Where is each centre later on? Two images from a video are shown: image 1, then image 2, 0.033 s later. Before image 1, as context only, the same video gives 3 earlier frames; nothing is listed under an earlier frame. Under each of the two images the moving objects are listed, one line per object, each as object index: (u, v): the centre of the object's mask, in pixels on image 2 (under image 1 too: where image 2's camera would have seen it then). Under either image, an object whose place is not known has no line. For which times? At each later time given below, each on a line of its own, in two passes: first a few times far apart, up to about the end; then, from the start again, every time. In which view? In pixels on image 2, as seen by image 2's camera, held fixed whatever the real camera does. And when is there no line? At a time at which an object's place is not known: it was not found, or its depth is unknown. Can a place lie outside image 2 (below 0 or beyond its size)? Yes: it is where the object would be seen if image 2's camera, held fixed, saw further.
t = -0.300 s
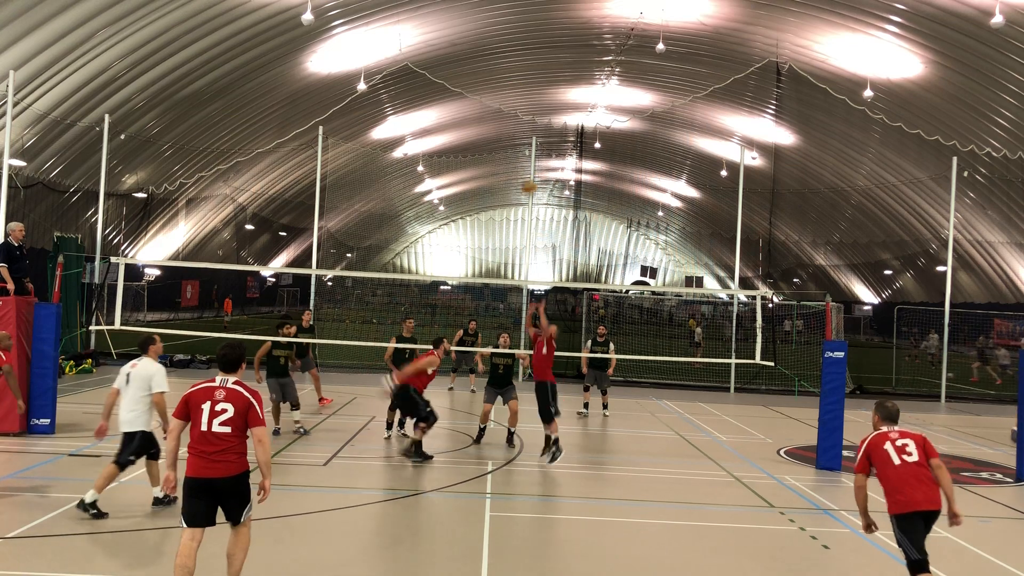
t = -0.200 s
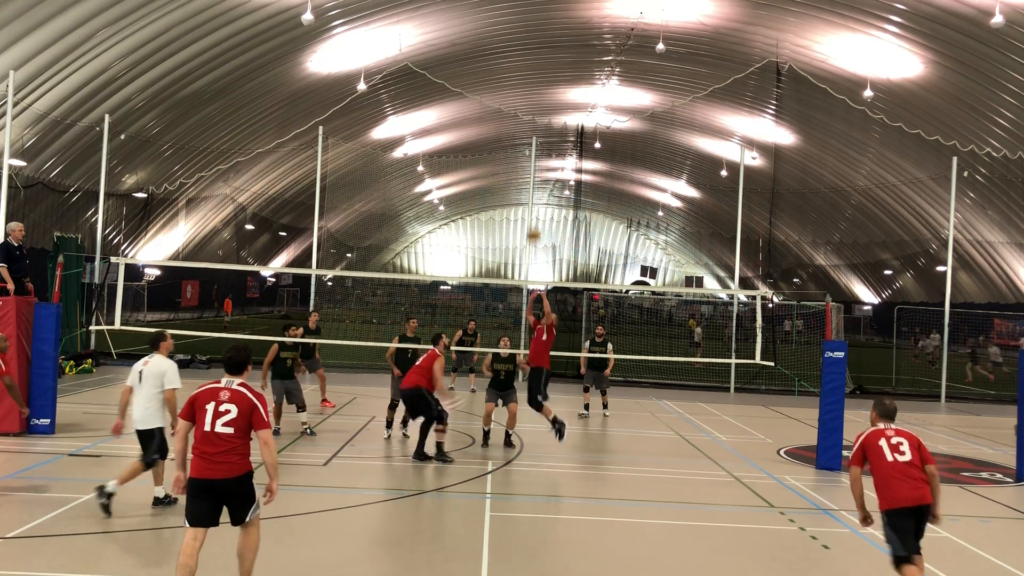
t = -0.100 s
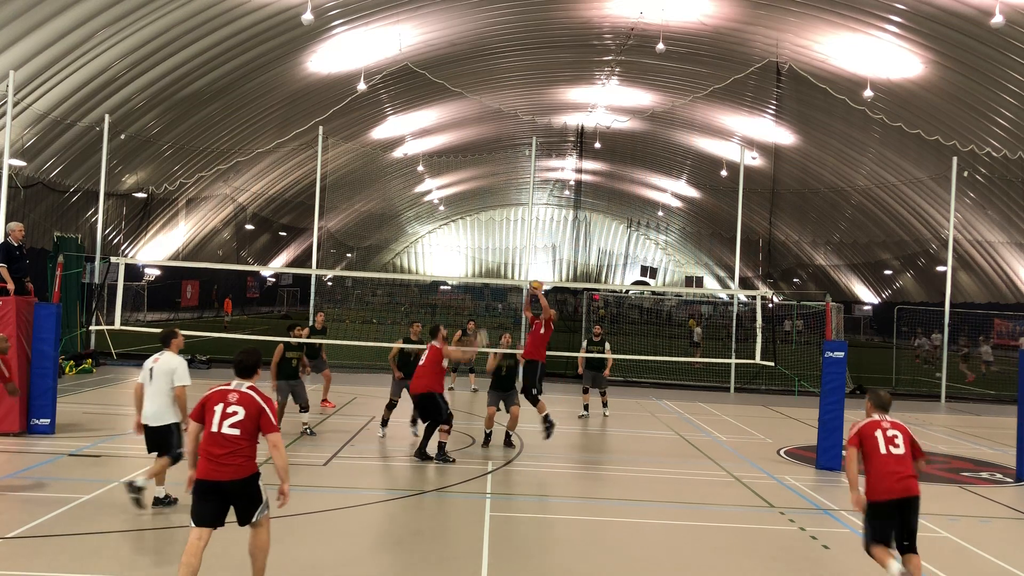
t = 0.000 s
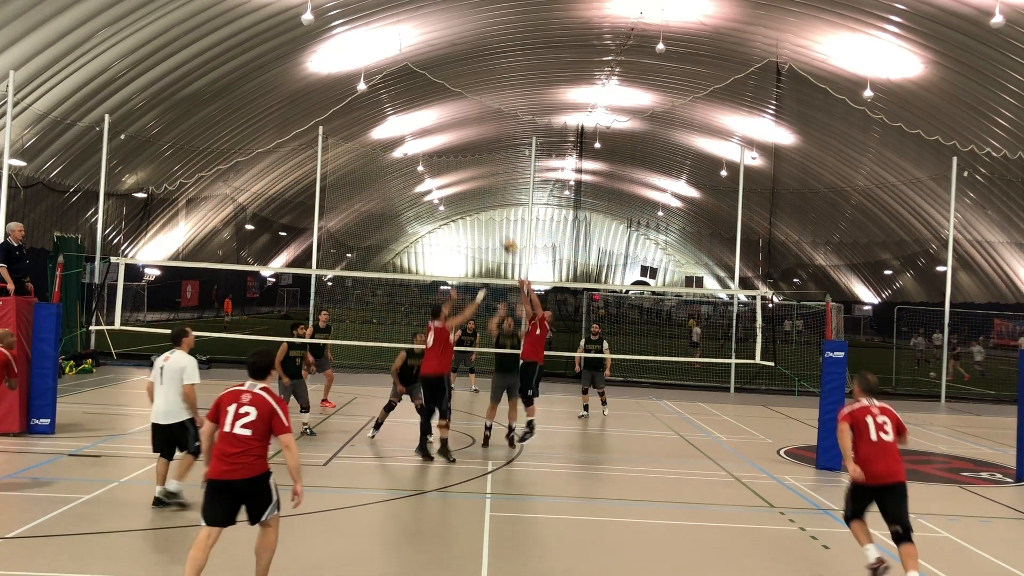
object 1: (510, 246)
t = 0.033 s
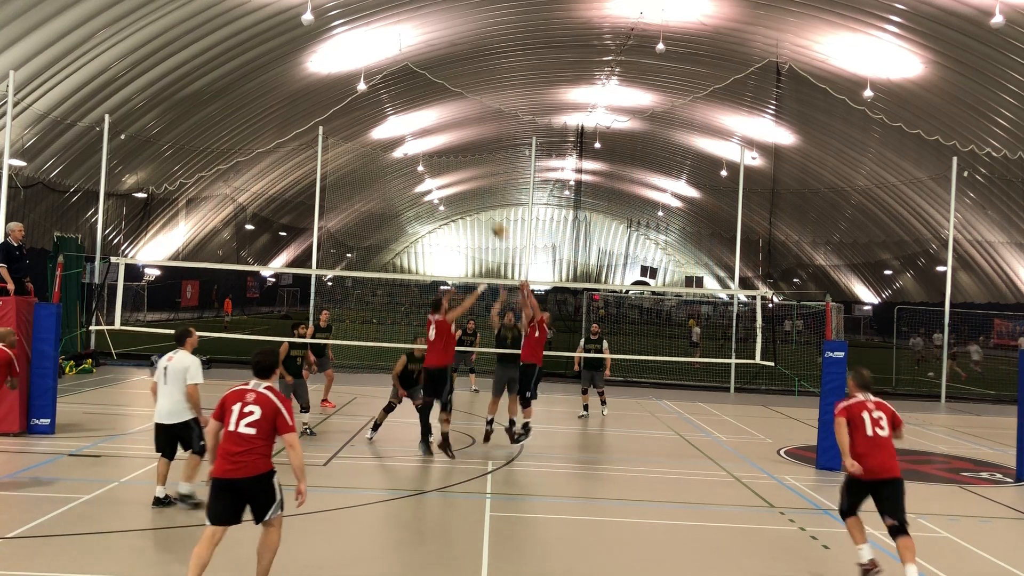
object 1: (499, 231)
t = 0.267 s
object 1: (429, 147)
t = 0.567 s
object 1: (339, 96)
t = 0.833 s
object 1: (262, 106)
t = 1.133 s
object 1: (176, 181)
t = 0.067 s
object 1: (489, 217)
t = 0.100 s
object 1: (477, 200)
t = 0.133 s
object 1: (470, 190)
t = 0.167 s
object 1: (458, 177)
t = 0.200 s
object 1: (449, 167)
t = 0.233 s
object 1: (439, 158)
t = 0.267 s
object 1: (429, 147)
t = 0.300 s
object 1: (418, 137)
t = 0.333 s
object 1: (409, 131)
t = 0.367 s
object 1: (399, 122)
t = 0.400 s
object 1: (387, 115)
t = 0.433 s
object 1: (378, 110)
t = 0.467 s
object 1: (368, 105)
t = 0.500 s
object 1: (359, 101)
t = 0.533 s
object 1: (349, 98)
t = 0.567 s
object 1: (339, 96)
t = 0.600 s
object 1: (329, 94)
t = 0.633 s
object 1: (320, 94)
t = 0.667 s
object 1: (311, 94)
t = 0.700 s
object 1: (301, 95)
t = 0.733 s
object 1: (291, 97)
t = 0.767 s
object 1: (281, 100)
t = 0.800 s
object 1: (272, 103)
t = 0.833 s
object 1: (262, 106)
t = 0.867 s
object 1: (253, 111)
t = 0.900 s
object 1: (243, 117)
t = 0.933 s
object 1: (233, 124)
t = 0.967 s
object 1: (223, 132)
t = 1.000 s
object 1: (214, 140)
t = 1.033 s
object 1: (205, 149)
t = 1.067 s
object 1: (195, 159)
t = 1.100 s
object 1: (186, 169)
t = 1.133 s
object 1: (176, 181)
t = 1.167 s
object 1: (167, 194)
